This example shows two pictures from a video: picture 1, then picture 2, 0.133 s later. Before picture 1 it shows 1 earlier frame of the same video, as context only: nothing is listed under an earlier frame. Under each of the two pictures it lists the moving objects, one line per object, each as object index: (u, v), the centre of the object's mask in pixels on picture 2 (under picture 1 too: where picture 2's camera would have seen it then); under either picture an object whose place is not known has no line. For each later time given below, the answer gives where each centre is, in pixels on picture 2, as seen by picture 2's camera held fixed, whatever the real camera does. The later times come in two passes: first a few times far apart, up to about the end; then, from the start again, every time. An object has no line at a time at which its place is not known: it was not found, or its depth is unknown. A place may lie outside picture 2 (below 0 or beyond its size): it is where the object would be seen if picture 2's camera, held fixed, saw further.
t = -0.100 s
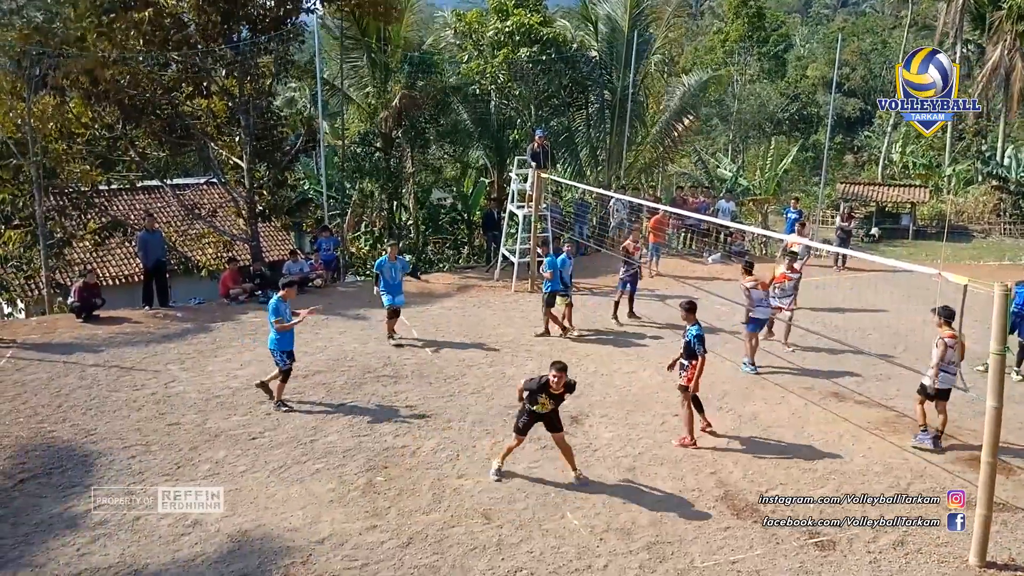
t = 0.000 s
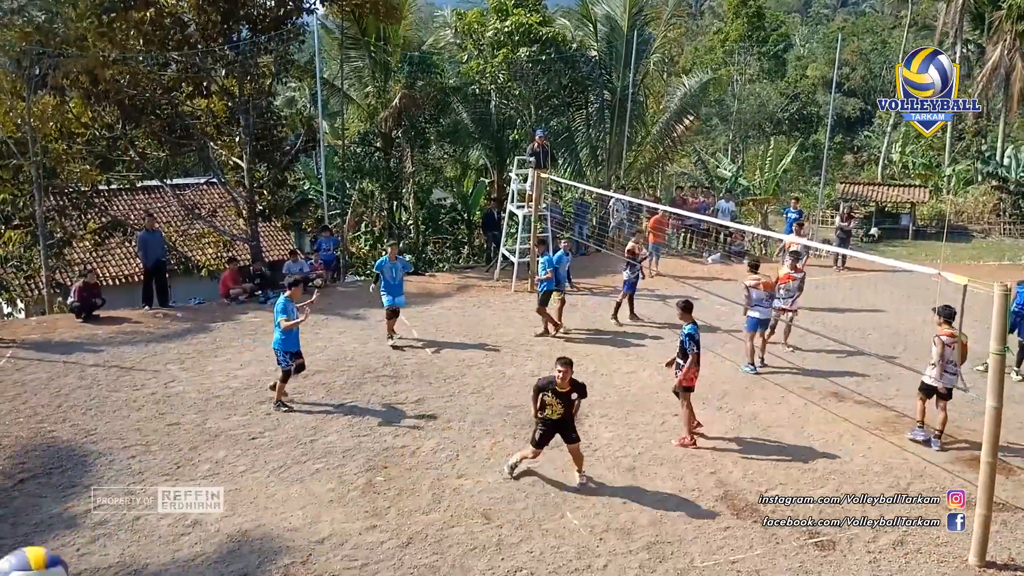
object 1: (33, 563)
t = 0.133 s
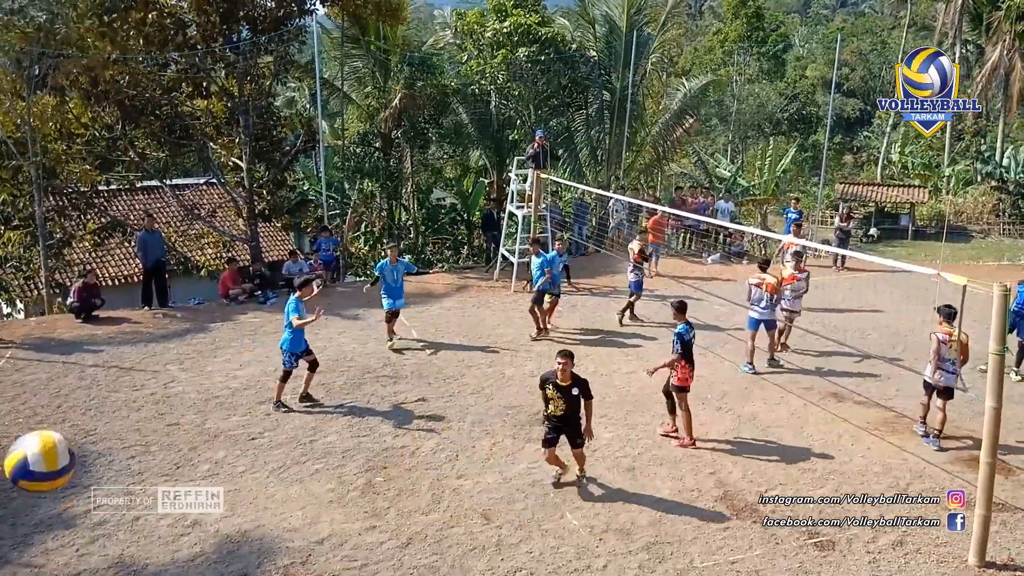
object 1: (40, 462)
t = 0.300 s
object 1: (57, 399)
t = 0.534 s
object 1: (86, 427)
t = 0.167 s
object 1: (43, 442)
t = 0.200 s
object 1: (47, 426)
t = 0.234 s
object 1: (50, 414)
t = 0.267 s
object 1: (54, 405)
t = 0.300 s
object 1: (57, 399)
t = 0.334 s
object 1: (61, 396)
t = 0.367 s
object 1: (65, 396)
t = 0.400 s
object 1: (69, 399)
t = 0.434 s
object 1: (73, 403)
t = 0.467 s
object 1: (77, 409)
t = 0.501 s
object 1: (81, 417)
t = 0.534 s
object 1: (86, 427)
